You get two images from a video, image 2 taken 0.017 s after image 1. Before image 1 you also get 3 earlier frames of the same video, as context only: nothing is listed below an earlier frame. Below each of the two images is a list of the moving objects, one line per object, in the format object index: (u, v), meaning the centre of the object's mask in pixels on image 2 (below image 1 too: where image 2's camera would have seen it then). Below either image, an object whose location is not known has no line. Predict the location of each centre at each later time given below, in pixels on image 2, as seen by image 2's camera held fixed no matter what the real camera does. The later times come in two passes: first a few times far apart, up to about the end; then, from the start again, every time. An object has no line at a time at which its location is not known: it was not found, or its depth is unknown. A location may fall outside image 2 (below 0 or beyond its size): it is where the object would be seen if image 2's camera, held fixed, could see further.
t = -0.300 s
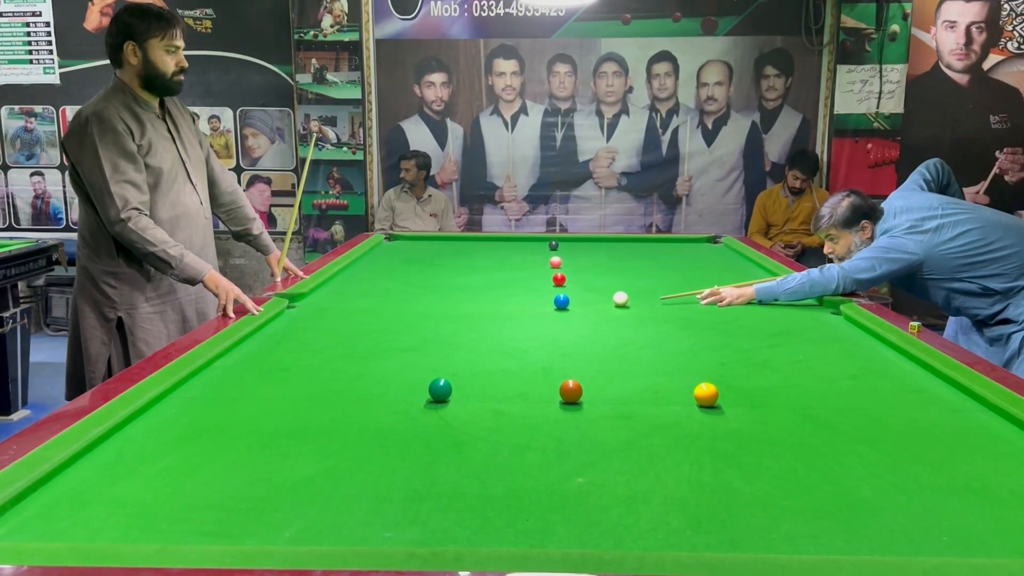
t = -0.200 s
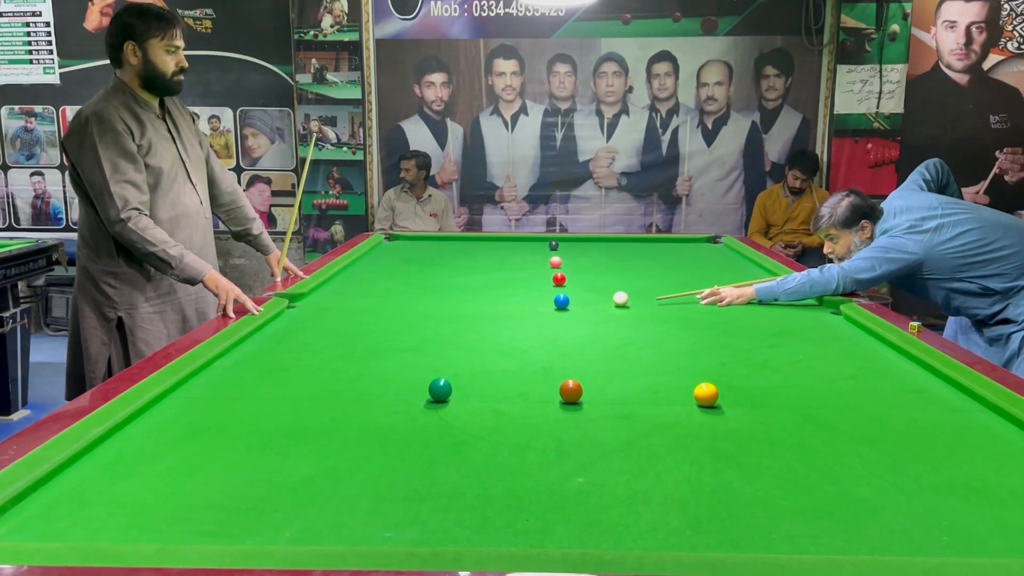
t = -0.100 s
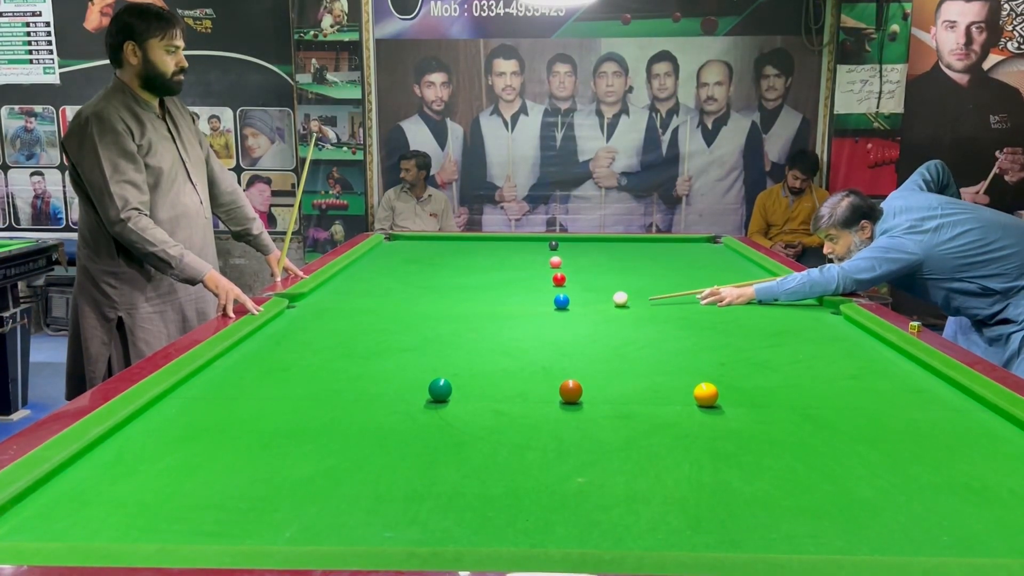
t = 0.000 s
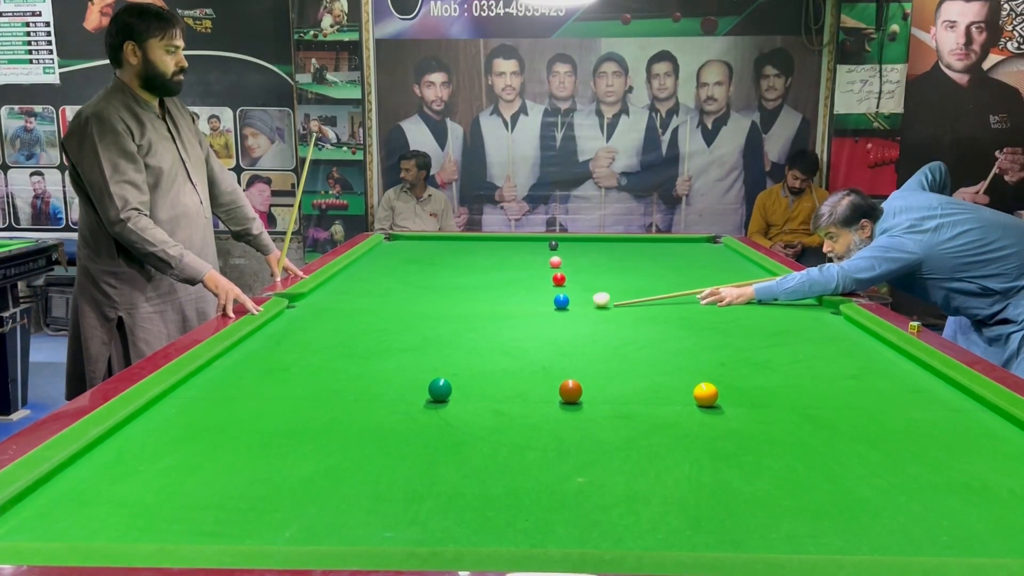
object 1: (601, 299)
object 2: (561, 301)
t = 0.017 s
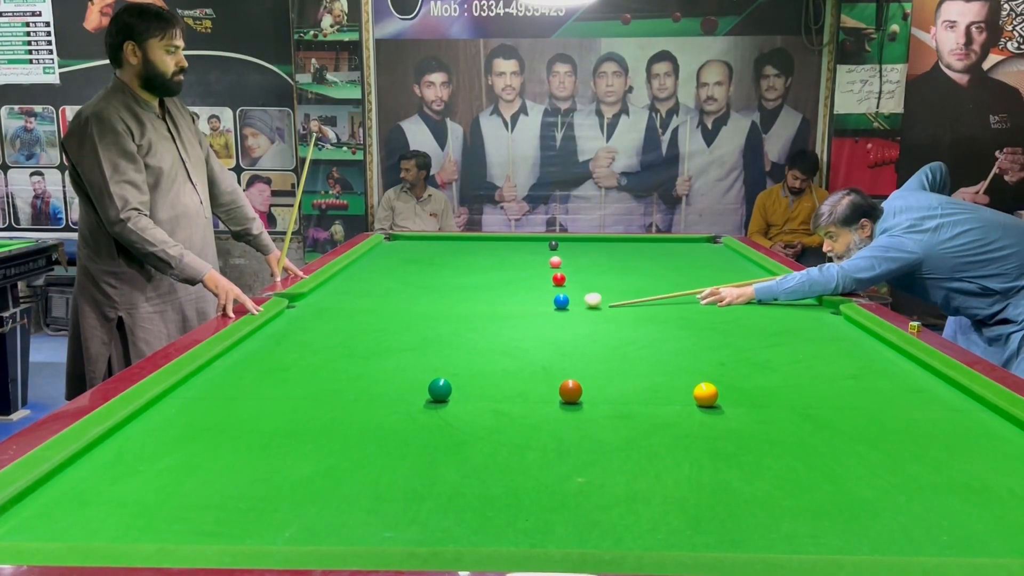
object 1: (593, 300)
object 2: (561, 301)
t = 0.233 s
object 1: (582, 305)
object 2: (485, 301)
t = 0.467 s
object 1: (593, 310)
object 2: (402, 300)
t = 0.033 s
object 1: (585, 300)
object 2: (561, 301)
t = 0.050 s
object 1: (577, 301)
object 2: (560, 301)
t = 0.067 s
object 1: (577, 301)
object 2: (553, 301)
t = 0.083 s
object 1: (577, 302)
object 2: (545, 301)
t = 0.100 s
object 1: (577, 302)
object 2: (538, 301)
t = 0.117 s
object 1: (578, 303)
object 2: (530, 301)
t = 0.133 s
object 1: (578, 303)
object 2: (523, 301)
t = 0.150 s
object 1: (579, 304)
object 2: (516, 301)
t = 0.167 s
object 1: (579, 304)
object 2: (510, 301)
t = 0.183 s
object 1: (580, 304)
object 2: (503, 301)
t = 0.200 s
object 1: (581, 305)
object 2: (497, 301)
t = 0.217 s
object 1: (582, 305)
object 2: (491, 301)
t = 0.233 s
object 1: (582, 305)
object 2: (485, 301)
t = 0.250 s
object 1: (583, 306)
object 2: (479, 301)
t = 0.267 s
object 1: (584, 306)
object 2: (473, 301)
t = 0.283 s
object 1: (585, 306)
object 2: (467, 301)
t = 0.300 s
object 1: (585, 307)
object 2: (461, 300)
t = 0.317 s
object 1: (586, 307)
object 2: (455, 301)
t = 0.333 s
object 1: (587, 307)
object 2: (449, 300)
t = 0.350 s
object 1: (588, 307)
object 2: (443, 300)
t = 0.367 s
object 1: (588, 308)
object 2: (437, 300)
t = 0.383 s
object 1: (589, 308)
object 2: (431, 300)
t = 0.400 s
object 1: (590, 309)
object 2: (425, 300)
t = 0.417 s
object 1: (591, 309)
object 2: (419, 300)
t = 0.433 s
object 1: (591, 309)
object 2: (413, 300)
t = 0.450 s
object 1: (592, 310)
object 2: (408, 300)
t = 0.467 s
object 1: (593, 310)
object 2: (402, 300)
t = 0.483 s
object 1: (594, 310)
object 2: (396, 300)
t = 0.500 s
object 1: (594, 310)
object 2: (390, 300)
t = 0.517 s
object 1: (595, 311)
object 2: (384, 300)
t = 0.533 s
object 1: (596, 311)
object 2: (378, 300)
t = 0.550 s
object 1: (597, 311)
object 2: (372, 300)
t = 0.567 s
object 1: (597, 312)
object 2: (367, 300)
